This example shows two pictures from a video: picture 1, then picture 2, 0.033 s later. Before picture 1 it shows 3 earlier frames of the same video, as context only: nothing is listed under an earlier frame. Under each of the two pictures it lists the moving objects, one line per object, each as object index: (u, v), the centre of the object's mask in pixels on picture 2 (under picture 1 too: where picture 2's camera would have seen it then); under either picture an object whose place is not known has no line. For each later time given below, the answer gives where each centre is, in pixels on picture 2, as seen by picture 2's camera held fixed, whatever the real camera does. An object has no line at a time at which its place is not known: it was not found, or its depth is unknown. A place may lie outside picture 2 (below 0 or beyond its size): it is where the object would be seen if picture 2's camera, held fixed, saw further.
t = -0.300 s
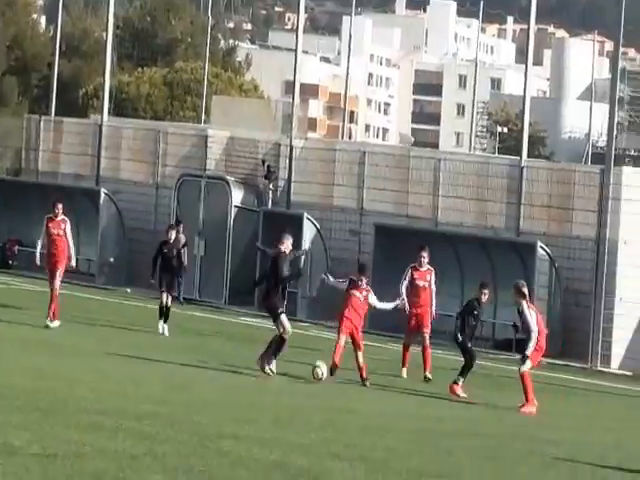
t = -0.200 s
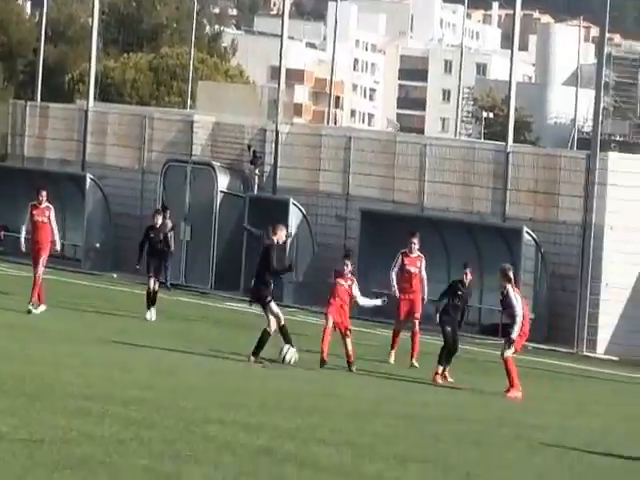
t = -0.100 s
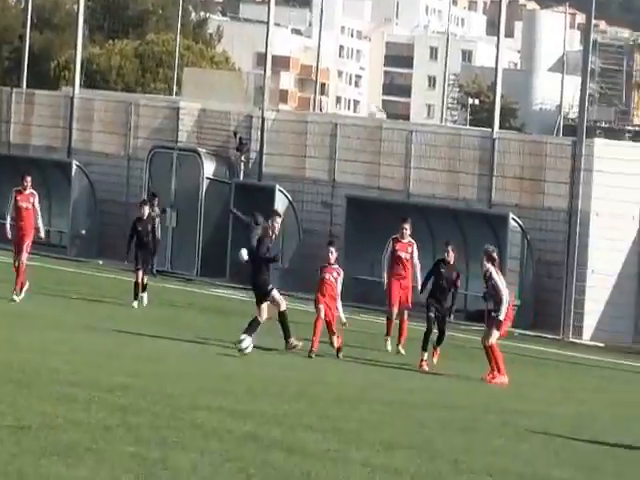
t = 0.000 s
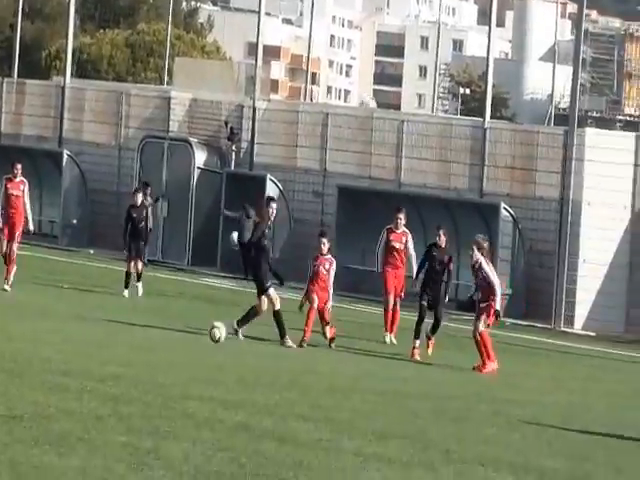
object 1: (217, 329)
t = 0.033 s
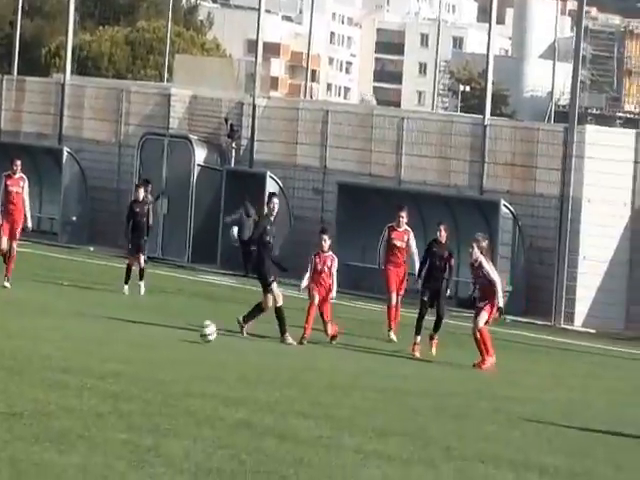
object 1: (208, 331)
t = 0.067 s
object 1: (198, 333)
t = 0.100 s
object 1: (189, 332)
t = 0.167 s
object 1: (179, 331)
